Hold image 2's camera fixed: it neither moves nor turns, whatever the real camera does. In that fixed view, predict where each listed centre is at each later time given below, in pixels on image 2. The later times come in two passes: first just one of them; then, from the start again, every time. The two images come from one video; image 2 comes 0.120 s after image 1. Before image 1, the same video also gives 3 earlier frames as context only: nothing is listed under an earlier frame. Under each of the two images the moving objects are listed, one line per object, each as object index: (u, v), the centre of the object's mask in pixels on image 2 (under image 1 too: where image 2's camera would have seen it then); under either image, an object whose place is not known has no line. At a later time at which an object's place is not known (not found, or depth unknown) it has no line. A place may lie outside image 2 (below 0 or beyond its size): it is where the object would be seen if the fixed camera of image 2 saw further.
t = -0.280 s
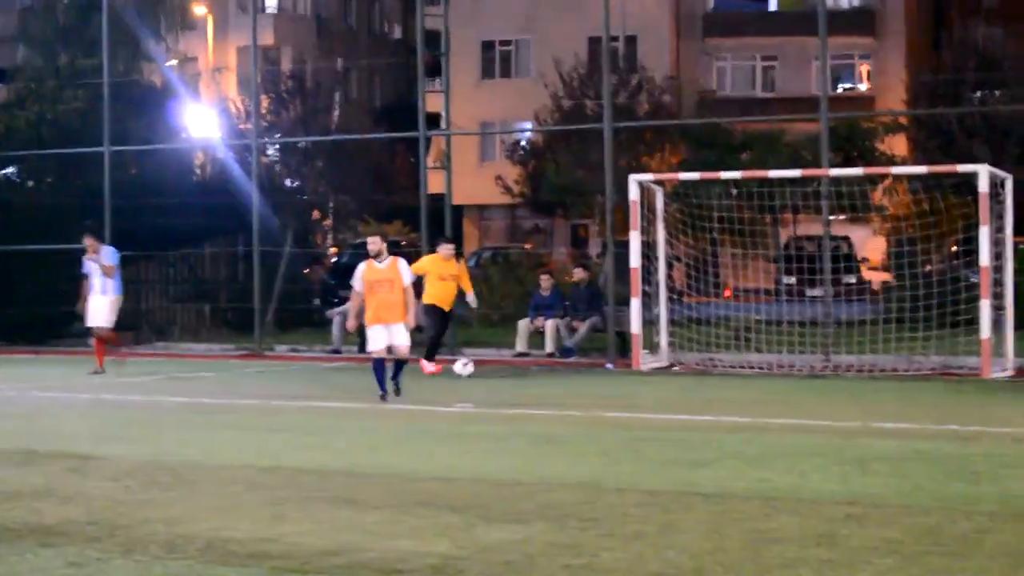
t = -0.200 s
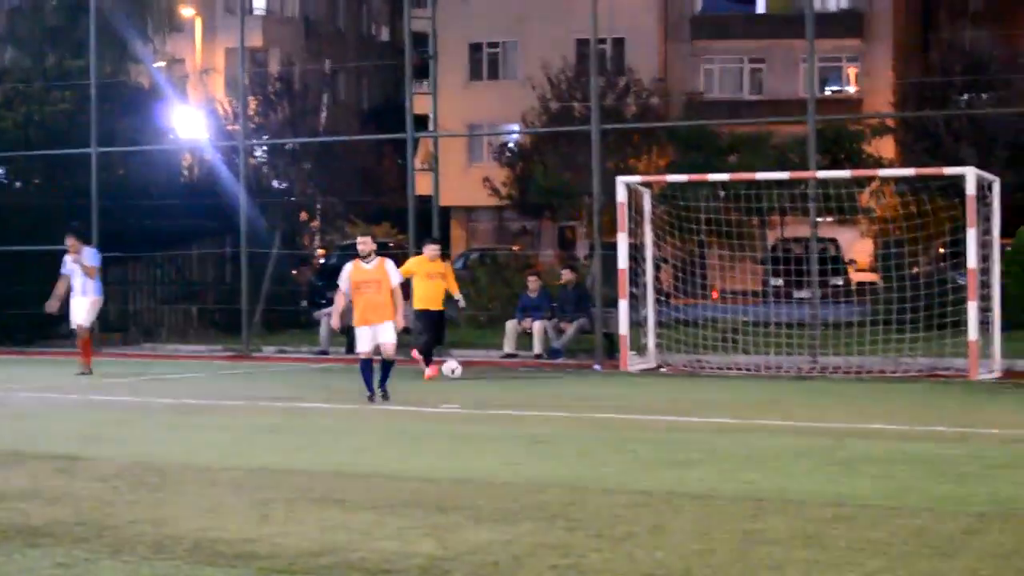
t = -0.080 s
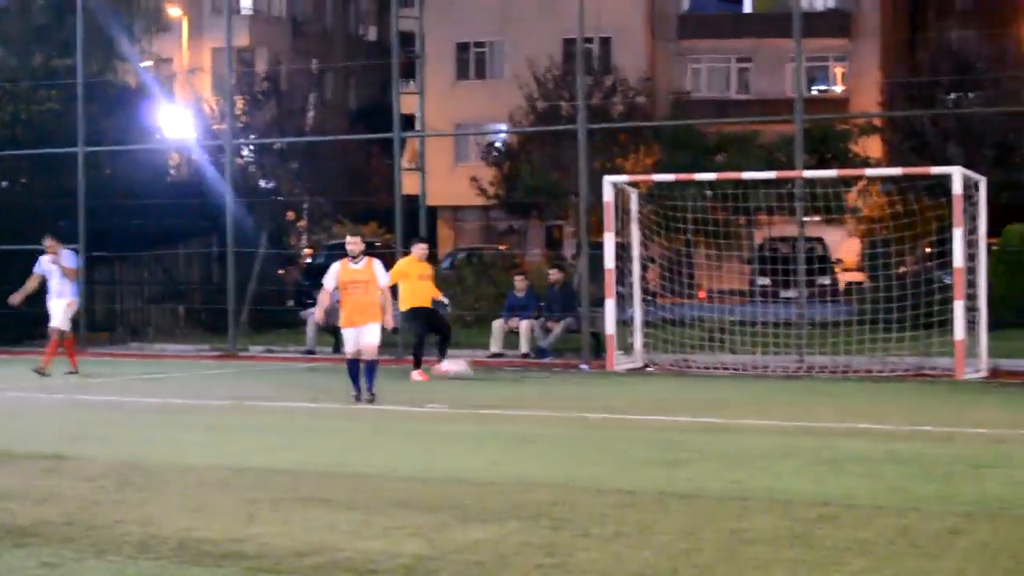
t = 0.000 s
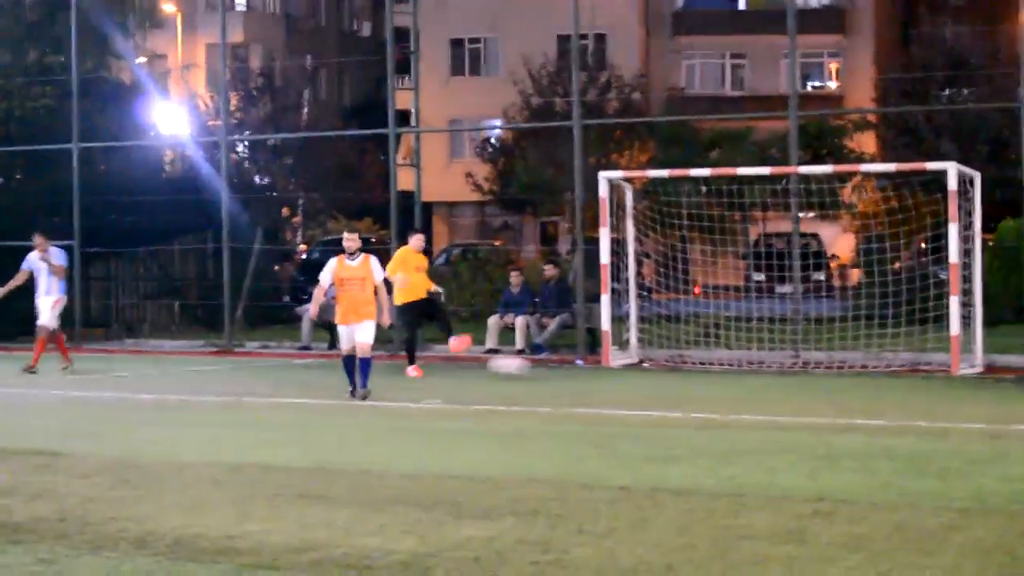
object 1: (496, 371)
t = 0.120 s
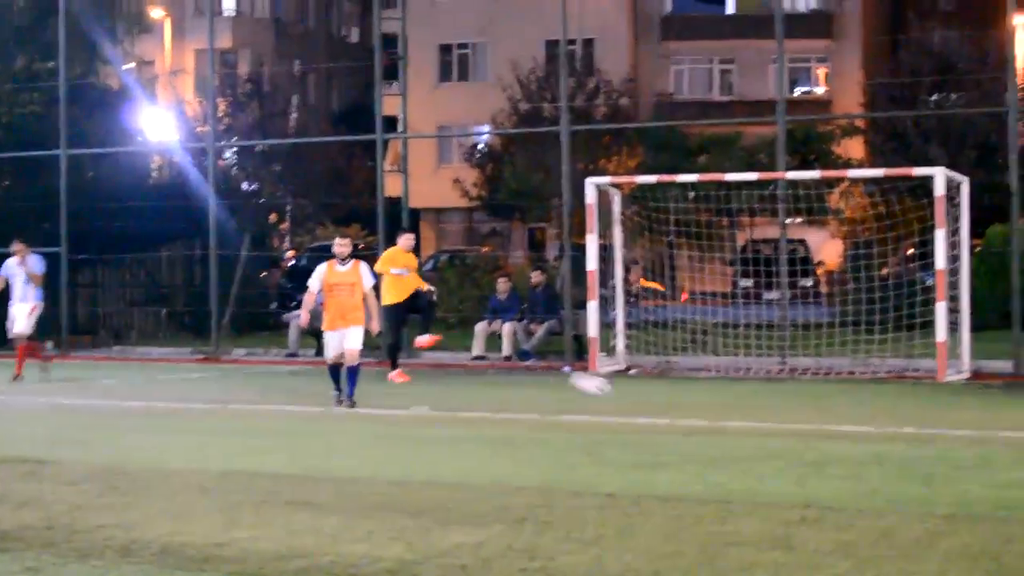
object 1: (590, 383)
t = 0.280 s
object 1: (715, 390)
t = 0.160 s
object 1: (619, 386)
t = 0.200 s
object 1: (652, 387)
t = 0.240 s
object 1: (681, 390)
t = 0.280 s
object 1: (715, 390)
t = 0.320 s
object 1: (744, 393)
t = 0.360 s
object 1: (771, 397)
